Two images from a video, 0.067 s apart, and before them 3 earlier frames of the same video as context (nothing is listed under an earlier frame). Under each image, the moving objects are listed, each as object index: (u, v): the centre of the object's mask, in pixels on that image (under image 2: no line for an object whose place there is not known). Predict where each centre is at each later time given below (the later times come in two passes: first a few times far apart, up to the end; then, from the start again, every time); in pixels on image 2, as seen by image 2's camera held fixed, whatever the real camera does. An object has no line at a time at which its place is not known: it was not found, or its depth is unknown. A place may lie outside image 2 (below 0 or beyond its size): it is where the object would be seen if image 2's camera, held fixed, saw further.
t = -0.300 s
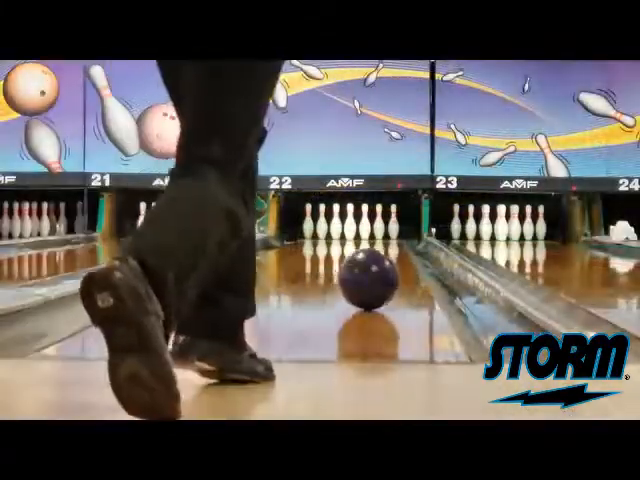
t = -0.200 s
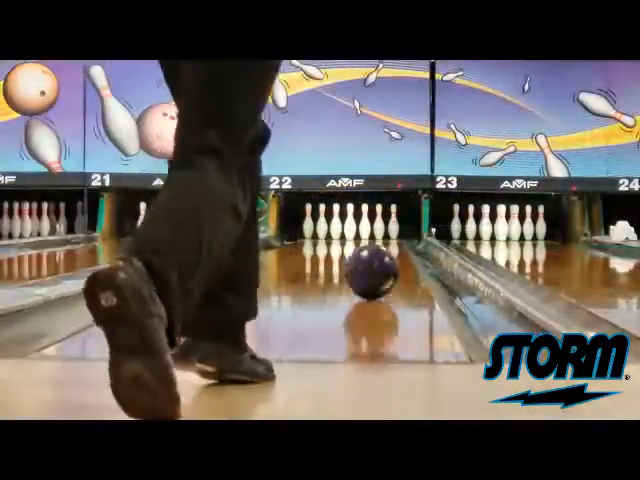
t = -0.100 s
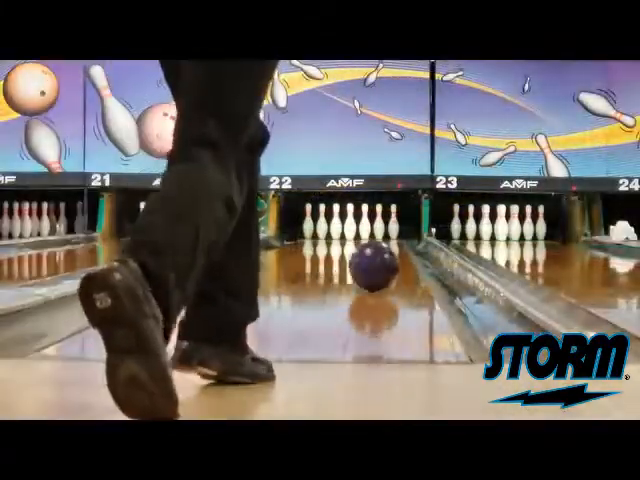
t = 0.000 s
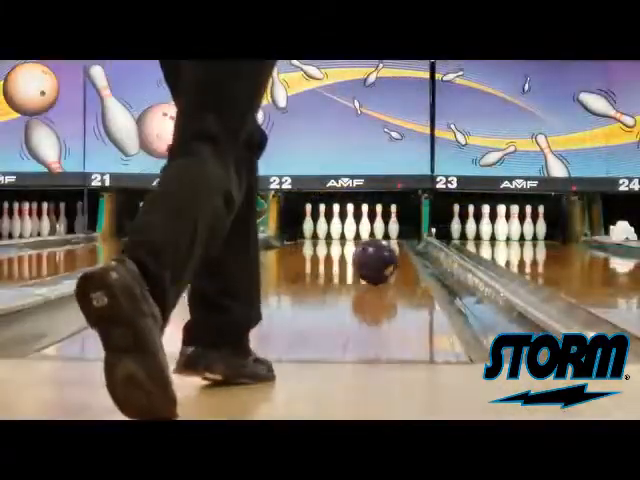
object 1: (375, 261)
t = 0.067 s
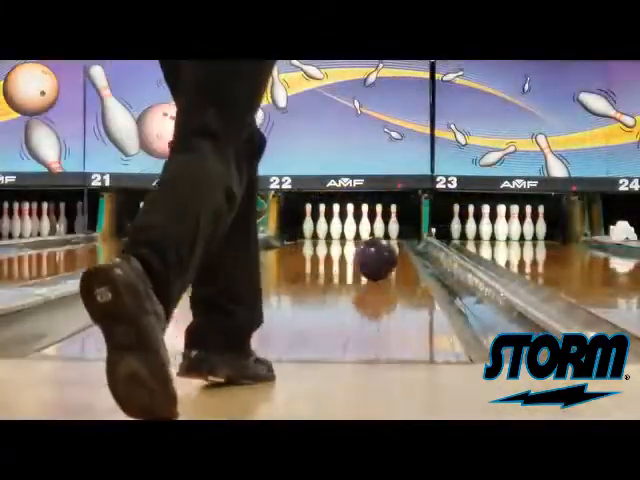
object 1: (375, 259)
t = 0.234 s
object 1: (375, 253)
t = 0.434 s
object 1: (375, 246)
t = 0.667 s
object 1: (375, 241)
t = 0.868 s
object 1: (374, 237)
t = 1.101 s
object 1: (373, 234)
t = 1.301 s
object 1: (367, 232)
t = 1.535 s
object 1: (357, 230)
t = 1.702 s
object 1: (351, 230)
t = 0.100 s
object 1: (375, 257)
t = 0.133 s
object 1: (375, 256)
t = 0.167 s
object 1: (375, 255)
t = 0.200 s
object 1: (375, 254)
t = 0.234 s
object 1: (375, 253)
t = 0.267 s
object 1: (375, 252)
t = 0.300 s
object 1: (375, 250)
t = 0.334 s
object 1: (375, 249)
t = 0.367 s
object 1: (375, 248)
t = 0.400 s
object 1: (375, 247)
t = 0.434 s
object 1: (375, 246)
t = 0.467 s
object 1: (376, 246)
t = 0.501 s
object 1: (375, 245)
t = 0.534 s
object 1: (376, 244)
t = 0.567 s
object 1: (375, 243)
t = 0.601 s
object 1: (375, 242)
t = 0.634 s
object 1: (375, 242)
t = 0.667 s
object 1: (375, 241)
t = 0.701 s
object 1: (374, 240)
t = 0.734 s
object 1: (375, 240)
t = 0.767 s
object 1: (373, 239)
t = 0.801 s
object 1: (374, 238)
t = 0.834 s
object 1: (373, 238)
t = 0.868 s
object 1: (374, 237)
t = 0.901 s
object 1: (374, 237)
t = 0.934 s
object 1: (374, 236)
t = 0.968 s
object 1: (374, 236)
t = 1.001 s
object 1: (373, 235)
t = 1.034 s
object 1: (373, 235)
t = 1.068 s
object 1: (373, 235)
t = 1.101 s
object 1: (373, 234)
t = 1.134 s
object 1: (372, 234)
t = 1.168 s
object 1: (371, 234)
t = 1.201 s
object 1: (370, 233)
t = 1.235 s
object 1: (369, 233)
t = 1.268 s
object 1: (368, 233)
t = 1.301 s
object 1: (367, 232)
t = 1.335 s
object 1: (366, 232)
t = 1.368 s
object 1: (365, 232)
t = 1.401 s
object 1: (363, 231)
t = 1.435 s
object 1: (363, 231)
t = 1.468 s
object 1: (361, 231)
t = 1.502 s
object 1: (360, 231)
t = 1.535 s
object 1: (357, 230)
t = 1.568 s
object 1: (356, 230)
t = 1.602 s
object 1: (354, 229)
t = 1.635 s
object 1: (353, 229)
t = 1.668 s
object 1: (352, 230)
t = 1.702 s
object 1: (351, 230)
